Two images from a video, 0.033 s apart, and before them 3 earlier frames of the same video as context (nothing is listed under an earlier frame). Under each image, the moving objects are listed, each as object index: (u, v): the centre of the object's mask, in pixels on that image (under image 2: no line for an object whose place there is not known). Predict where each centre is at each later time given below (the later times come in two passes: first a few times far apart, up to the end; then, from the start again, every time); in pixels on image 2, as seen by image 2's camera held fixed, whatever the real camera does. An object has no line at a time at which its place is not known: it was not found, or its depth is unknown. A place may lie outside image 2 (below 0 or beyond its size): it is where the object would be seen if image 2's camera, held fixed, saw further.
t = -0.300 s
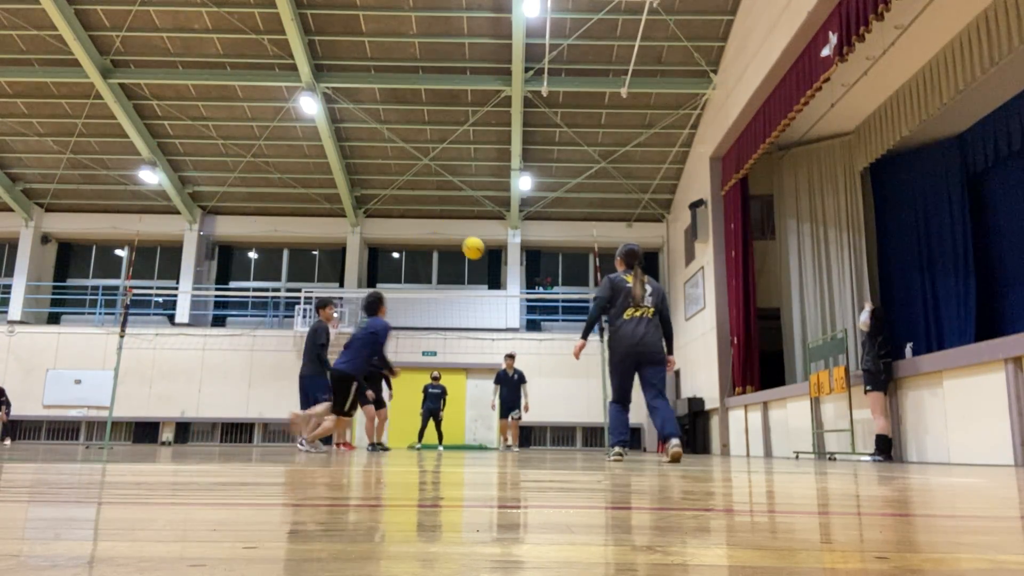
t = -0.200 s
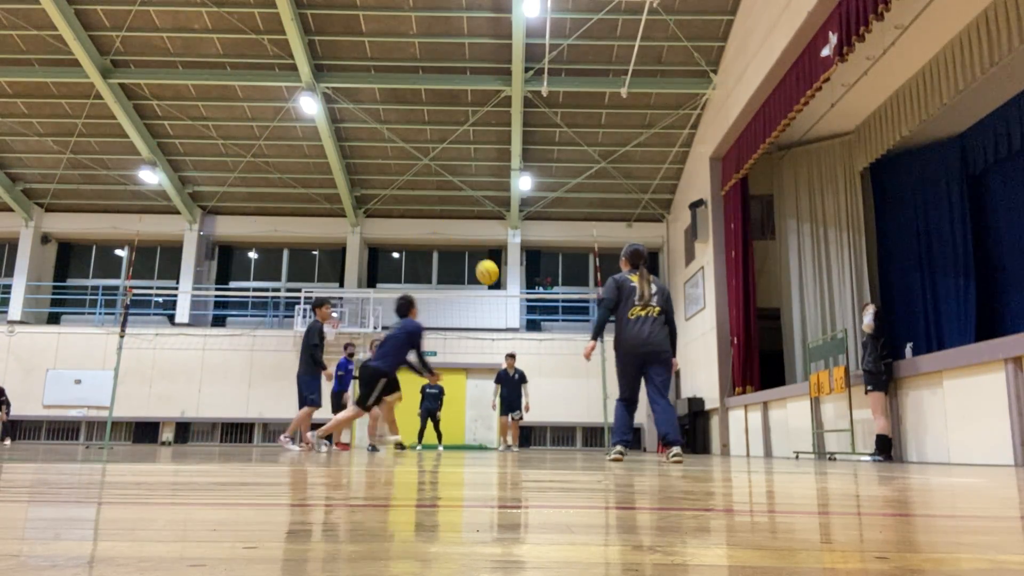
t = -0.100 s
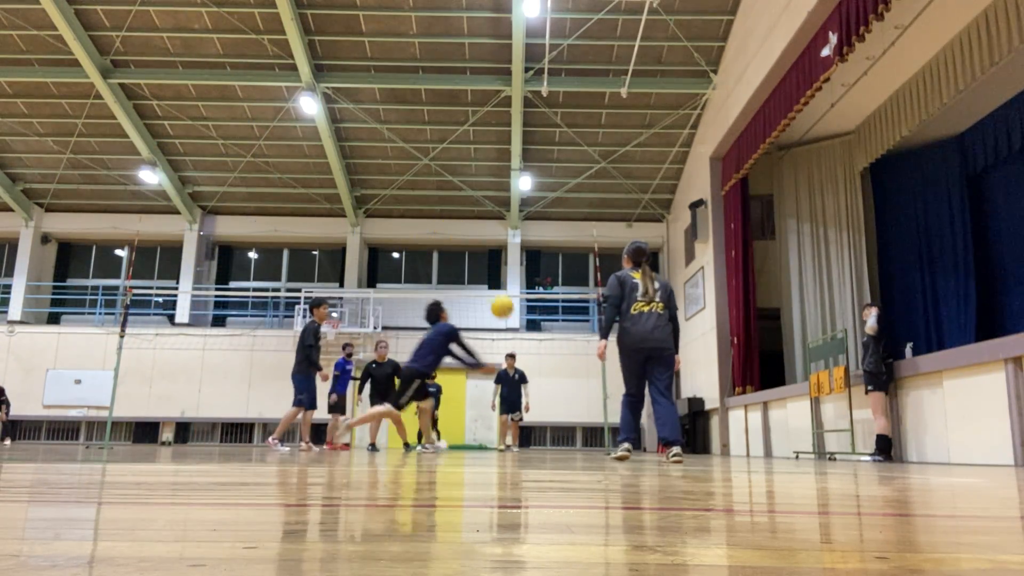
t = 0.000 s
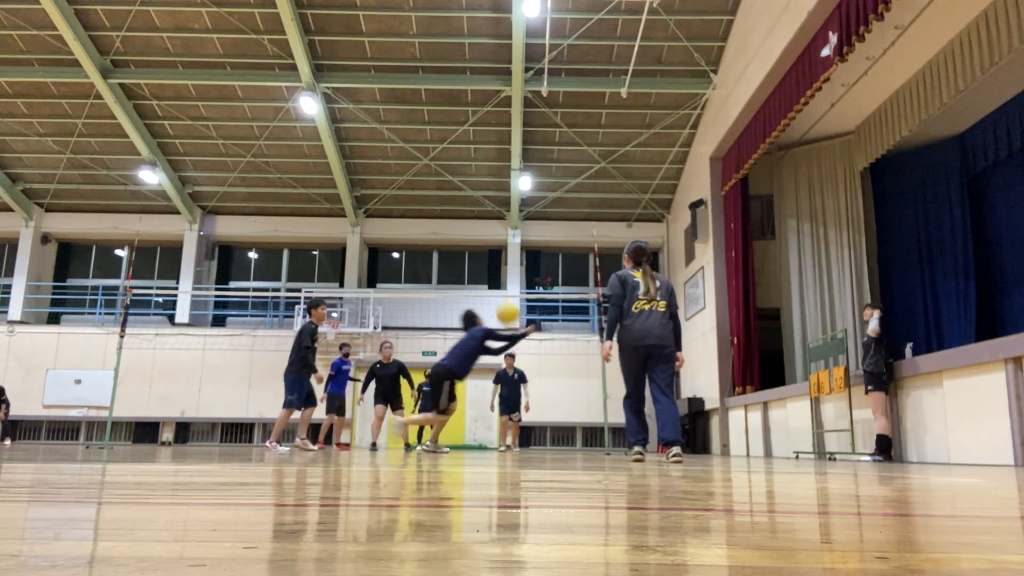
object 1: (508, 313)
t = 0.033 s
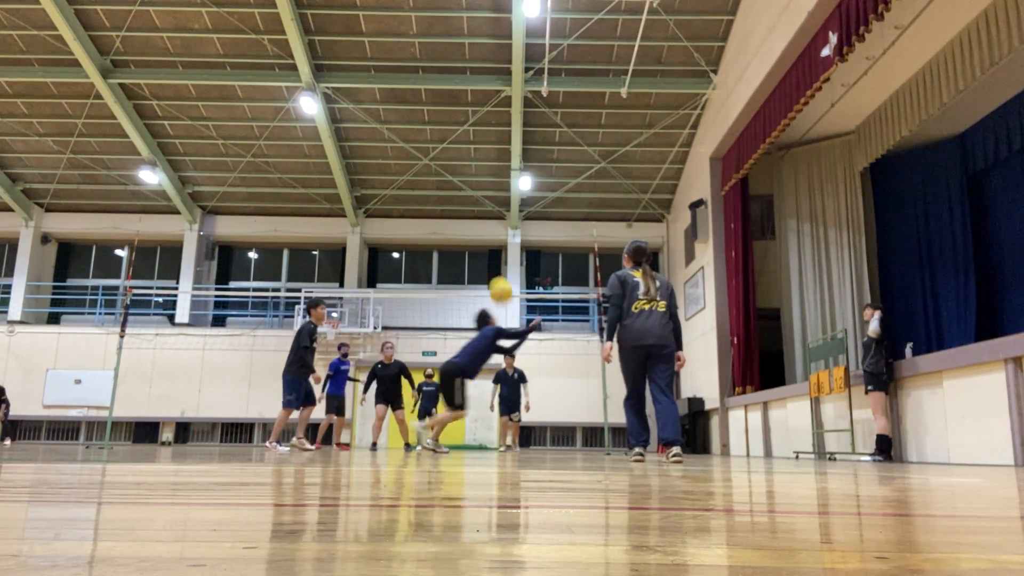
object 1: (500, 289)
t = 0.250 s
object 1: (457, 190)
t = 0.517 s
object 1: (407, 131)
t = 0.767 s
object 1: (362, 128)
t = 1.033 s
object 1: (315, 176)
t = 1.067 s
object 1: (309, 186)
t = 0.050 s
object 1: (497, 279)
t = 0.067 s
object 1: (494, 272)
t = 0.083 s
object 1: (491, 263)
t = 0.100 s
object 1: (487, 254)
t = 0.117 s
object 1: (484, 246)
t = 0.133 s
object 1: (480, 238)
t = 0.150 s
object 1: (477, 230)
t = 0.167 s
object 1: (473, 221)
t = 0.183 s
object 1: (470, 214)
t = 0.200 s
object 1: (467, 208)
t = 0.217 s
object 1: (464, 202)
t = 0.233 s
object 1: (460, 195)
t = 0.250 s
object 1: (457, 190)
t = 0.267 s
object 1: (454, 184)
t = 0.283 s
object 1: (451, 179)
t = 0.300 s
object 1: (447, 174)
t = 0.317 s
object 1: (444, 169)
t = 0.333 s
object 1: (441, 164)
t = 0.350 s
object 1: (438, 160)
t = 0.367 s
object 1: (435, 156)
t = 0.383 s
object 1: (432, 152)
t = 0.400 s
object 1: (428, 149)
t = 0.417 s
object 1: (425, 145)
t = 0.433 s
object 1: (422, 142)
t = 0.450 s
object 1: (419, 140)
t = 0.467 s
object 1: (416, 137)
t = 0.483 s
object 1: (413, 134)
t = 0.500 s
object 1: (410, 133)
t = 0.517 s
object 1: (407, 131)
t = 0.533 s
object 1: (404, 129)
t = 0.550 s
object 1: (401, 127)
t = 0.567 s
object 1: (398, 126)
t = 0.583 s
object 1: (395, 125)
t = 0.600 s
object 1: (392, 125)
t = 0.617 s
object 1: (389, 124)
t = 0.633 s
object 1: (386, 124)
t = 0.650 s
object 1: (383, 124)
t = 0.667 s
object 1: (380, 124)
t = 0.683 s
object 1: (377, 124)
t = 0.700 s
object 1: (374, 125)
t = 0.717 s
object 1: (371, 125)
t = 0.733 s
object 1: (368, 126)
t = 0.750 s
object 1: (365, 127)
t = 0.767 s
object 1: (362, 128)
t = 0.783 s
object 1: (359, 130)
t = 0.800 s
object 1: (356, 132)
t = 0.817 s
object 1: (353, 134)
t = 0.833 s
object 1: (350, 136)
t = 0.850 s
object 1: (347, 138)
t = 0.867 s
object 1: (344, 140)
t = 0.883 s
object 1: (342, 143)
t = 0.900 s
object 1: (338, 146)
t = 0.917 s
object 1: (335, 149)
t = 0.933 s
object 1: (332, 152)
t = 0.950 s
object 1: (329, 156)
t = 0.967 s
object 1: (326, 159)
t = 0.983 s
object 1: (323, 164)
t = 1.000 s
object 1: (320, 167)
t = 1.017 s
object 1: (318, 171)
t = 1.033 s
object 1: (315, 176)
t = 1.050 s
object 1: (312, 180)
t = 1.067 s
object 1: (309, 186)
